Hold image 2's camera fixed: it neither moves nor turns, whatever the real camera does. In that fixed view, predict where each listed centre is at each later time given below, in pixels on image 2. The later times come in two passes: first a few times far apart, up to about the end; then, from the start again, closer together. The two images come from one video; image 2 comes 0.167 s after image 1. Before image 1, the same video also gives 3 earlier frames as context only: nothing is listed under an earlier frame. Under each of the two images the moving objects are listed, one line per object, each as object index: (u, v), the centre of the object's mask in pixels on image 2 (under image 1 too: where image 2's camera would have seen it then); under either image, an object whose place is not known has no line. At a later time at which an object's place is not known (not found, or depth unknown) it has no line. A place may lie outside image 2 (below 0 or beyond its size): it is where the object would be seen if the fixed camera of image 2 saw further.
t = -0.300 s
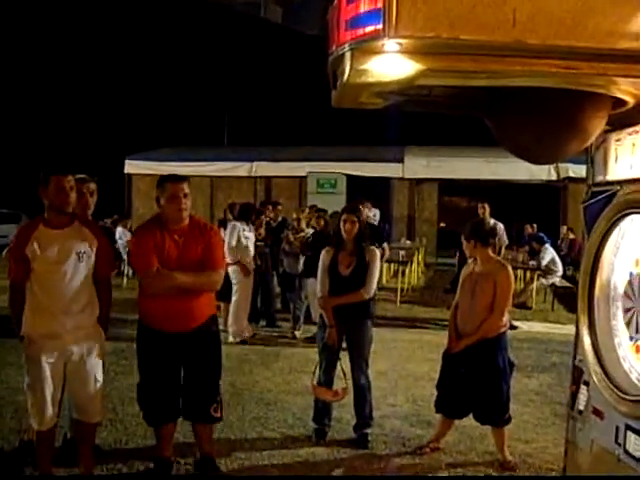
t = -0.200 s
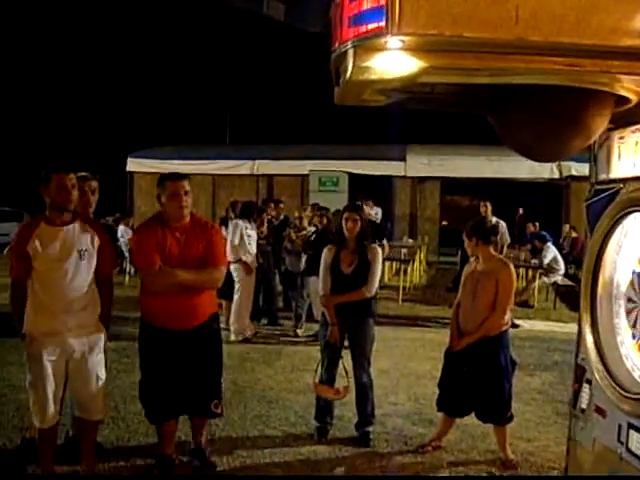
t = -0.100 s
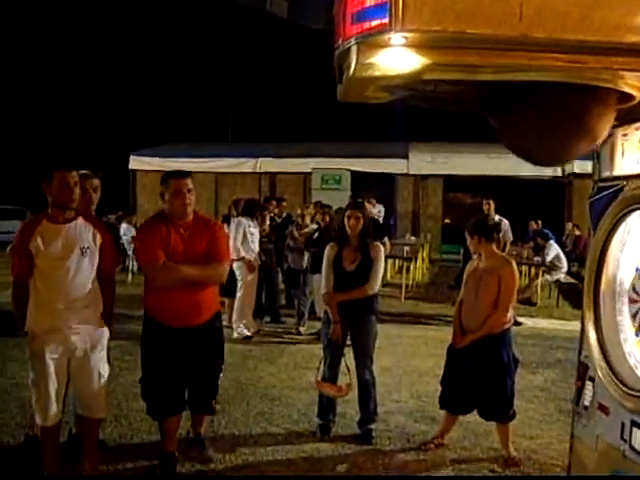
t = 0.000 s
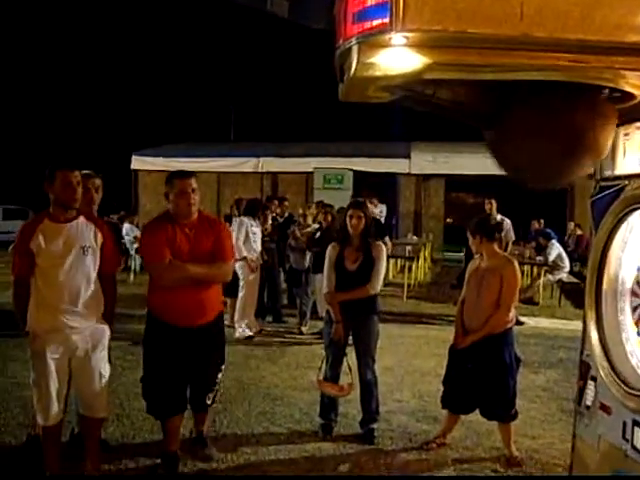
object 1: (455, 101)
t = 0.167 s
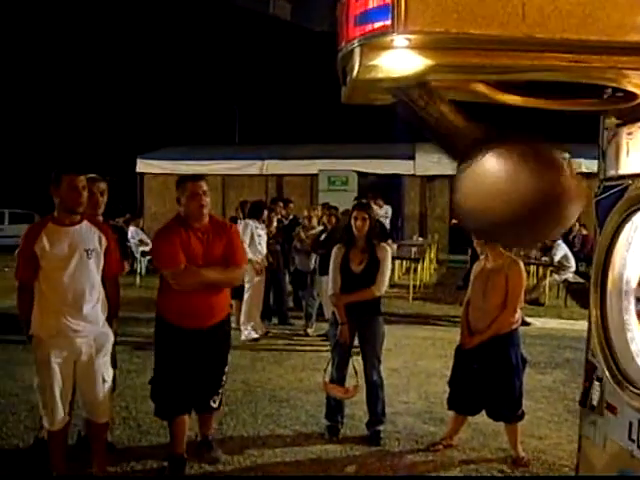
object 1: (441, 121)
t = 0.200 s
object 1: (434, 123)
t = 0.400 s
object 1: (398, 132)
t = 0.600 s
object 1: (404, 132)
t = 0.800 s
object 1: (418, 130)
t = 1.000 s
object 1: (419, 130)
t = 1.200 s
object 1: (415, 131)
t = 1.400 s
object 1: (406, 132)
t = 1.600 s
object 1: (393, 131)
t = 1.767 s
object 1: (397, 131)
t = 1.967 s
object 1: (395, 131)
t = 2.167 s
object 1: (394, 131)
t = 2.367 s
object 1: (394, 131)
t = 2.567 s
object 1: (394, 131)
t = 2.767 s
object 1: (394, 131)
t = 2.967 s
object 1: (394, 131)
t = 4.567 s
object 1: (394, 131)
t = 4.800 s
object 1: (394, 131)
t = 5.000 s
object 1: (395, 131)
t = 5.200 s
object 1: (394, 131)
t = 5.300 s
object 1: (394, 131)
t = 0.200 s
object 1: (434, 123)
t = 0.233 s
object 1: (428, 126)
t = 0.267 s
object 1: (423, 128)
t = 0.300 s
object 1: (417, 130)
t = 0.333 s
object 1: (411, 131)
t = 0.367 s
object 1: (405, 132)
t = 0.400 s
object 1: (398, 132)
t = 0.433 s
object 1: (393, 131)
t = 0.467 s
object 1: (393, 131)
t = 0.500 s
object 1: (393, 132)
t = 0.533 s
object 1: (395, 131)
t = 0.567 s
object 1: (400, 132)
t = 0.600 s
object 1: (404, 132)
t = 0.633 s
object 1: (407, 132)
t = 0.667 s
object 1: (410, 132)
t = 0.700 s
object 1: (412, 131)
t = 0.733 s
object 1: (415, 131)
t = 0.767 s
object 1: (416, 130)
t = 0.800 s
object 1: (418, 130)
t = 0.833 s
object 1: (419, 130)
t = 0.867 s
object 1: (420, 129)
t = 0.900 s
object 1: (420, 129)
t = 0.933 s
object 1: (420, 129)
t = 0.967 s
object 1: (420, 130)
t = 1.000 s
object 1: (419, 130)
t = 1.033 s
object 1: (419, 130)
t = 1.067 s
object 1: (418, 130)
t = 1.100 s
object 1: (418, 130)
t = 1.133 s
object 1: (417, 130)
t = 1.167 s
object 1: (416, 131)
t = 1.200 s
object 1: (415, 131)
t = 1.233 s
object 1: (414, 131)
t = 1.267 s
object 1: (413, 132)
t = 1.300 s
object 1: (411, 132)
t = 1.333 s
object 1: (409, 132)
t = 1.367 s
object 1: (408, 132)
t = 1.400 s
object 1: (406, 132)
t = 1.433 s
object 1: (403, 132)
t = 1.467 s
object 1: (401, 132)
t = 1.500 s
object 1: (399, 131)
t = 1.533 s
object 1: (396, 131)
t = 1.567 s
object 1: (393, 131)
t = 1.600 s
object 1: (393, 131)
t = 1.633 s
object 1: (393, 131)
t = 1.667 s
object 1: (394, 131)
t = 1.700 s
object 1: (395, 131)
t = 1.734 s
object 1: (396, 131)
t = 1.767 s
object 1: (397, 131)
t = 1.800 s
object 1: (397, 131)
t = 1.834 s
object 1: (396, 131)
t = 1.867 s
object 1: (396, 131)
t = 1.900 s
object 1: (396, 131)
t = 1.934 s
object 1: (395, 131)
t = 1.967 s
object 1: (395, 131)
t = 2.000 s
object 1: (394, 131)
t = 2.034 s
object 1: (394, 131)
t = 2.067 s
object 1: (394, 131)
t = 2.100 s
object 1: (394, 131)
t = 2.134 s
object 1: (394, 131)
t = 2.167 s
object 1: (394, 131)
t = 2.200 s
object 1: (394, 131)
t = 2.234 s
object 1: (394, 131)
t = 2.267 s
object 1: (394, 131)
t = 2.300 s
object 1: (394, 131)
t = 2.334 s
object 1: (394, 131)
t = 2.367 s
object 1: (394, 131)
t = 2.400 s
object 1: (394, 131)
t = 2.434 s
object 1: (394, 131)
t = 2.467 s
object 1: (394, 131)
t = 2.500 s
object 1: (394, 131)
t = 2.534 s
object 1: (394, 131)
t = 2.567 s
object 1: (394, 131)
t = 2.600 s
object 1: (394, 131)
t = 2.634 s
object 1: (394, 131)
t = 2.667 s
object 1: (394, 131)
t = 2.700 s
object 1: (394, 131)
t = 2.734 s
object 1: (394, 131)
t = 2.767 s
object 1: (394, 131)
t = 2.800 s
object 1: (394, 131)
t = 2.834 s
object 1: (394, 131)
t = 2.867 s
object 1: (394, 131)
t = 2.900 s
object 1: (394, 131)
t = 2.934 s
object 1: (394, 131)
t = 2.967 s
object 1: (394, 131)
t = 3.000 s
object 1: (394, 131)
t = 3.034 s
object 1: (394, 131)
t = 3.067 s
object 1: (394, 131)
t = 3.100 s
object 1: (395, 131)
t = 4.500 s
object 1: (394, 131)
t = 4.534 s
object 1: (394, 131)
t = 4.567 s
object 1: (394, 131)
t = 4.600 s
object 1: (395, 131)
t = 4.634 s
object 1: (394, 131)
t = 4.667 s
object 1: (394, 131)
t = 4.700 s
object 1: (394, 131)
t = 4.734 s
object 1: (394, 131)
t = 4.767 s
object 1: (394, 131)
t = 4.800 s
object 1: (394, 131)
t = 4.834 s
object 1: (395, 131)
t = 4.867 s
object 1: (394, 131)
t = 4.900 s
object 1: (394, 131)
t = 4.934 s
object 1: (395, 131)
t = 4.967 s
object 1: (395, 131)
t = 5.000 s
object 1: (395, 131)
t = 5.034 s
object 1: (395, 131)
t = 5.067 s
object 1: (394, 131)
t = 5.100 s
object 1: (394, 131)
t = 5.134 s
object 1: (394, 131)
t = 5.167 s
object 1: (394, 131)
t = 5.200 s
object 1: (394, 131)
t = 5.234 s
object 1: (394, 131)
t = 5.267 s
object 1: (394, 131)
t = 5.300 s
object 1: (394, 131)
